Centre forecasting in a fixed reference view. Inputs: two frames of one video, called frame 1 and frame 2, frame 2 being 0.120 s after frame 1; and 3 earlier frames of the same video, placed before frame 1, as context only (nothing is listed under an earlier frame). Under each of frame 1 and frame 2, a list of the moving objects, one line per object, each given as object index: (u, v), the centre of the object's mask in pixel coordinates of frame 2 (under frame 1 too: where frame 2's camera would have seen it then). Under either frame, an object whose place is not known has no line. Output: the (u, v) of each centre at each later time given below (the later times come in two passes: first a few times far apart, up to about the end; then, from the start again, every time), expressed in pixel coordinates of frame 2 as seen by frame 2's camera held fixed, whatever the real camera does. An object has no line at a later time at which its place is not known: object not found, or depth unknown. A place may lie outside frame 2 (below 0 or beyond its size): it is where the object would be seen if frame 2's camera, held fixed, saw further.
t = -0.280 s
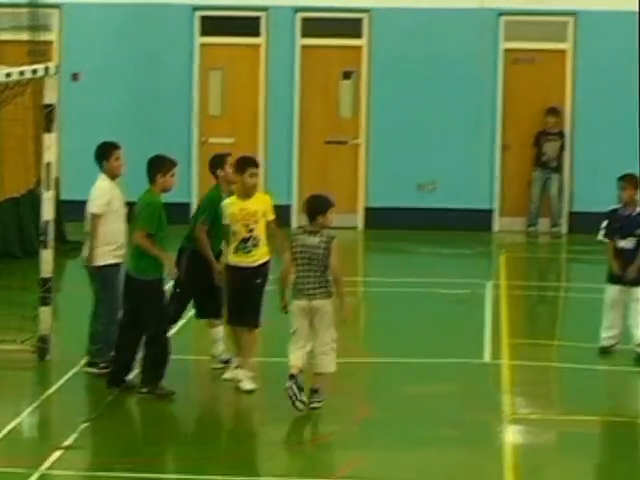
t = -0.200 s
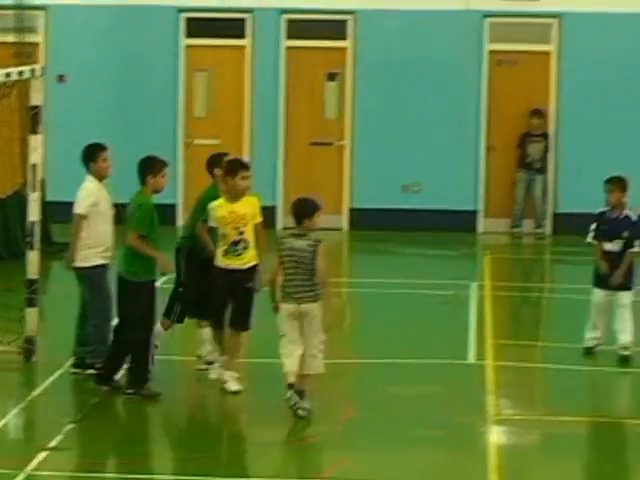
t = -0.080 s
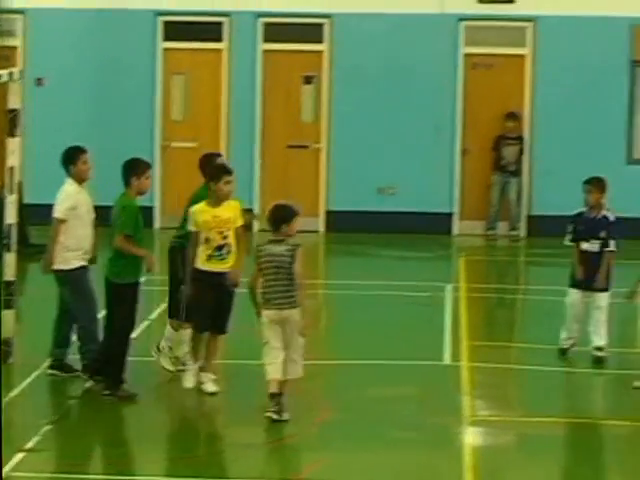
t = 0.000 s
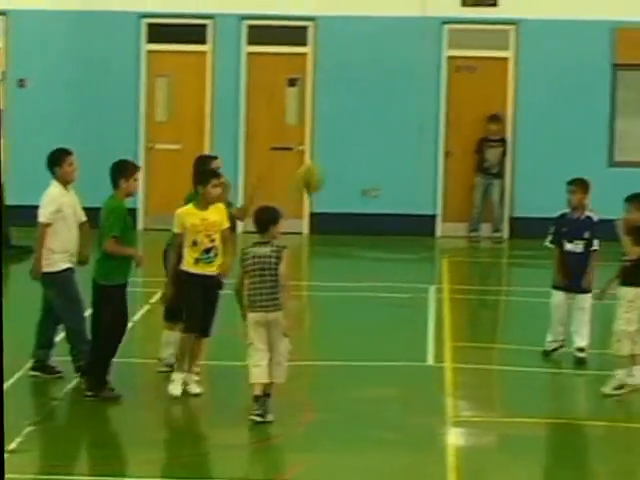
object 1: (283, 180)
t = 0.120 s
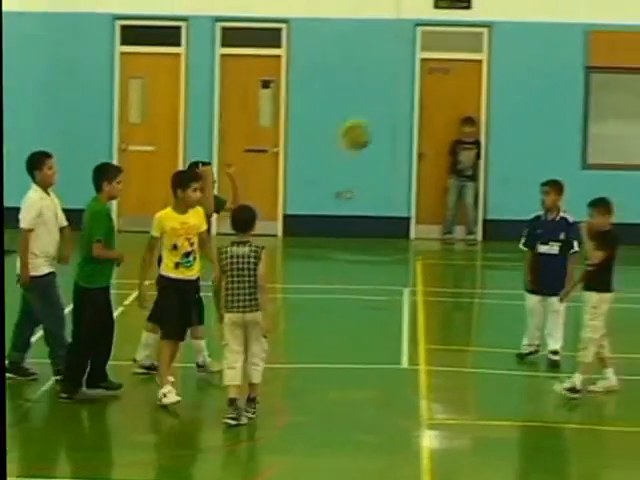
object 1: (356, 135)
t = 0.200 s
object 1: (404, 114)
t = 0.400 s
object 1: (527, 101)
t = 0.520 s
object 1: (600, 123)
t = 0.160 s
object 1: (379, 124)
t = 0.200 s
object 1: (404, 114)
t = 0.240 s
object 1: (430, 106)
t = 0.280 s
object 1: (452, 102)
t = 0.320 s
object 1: (478, 100)
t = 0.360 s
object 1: (503, 100)
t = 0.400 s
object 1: (527, 101)
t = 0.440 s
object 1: (550, 105)
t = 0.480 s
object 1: (576, 111)
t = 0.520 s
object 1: (600, 123)
